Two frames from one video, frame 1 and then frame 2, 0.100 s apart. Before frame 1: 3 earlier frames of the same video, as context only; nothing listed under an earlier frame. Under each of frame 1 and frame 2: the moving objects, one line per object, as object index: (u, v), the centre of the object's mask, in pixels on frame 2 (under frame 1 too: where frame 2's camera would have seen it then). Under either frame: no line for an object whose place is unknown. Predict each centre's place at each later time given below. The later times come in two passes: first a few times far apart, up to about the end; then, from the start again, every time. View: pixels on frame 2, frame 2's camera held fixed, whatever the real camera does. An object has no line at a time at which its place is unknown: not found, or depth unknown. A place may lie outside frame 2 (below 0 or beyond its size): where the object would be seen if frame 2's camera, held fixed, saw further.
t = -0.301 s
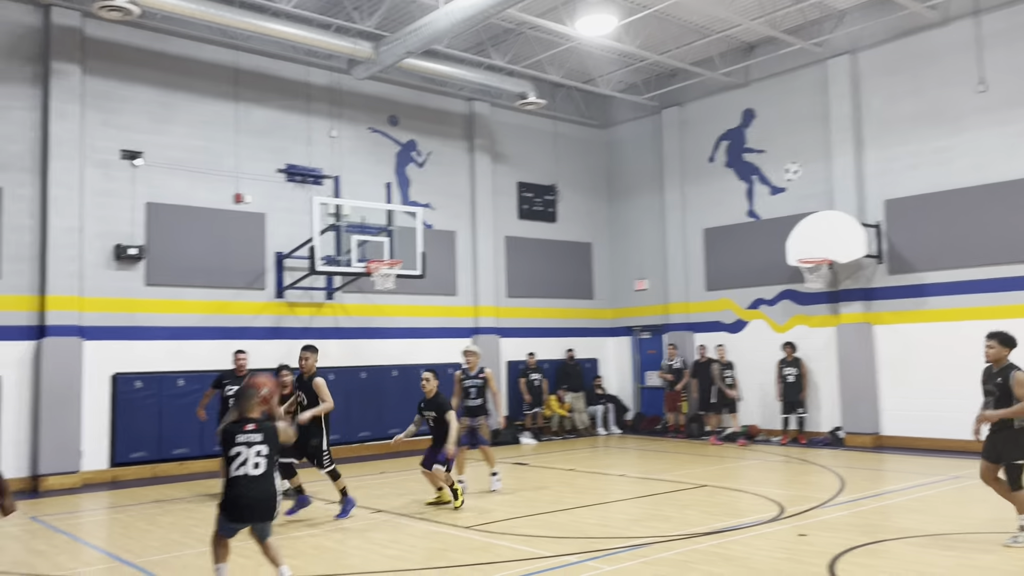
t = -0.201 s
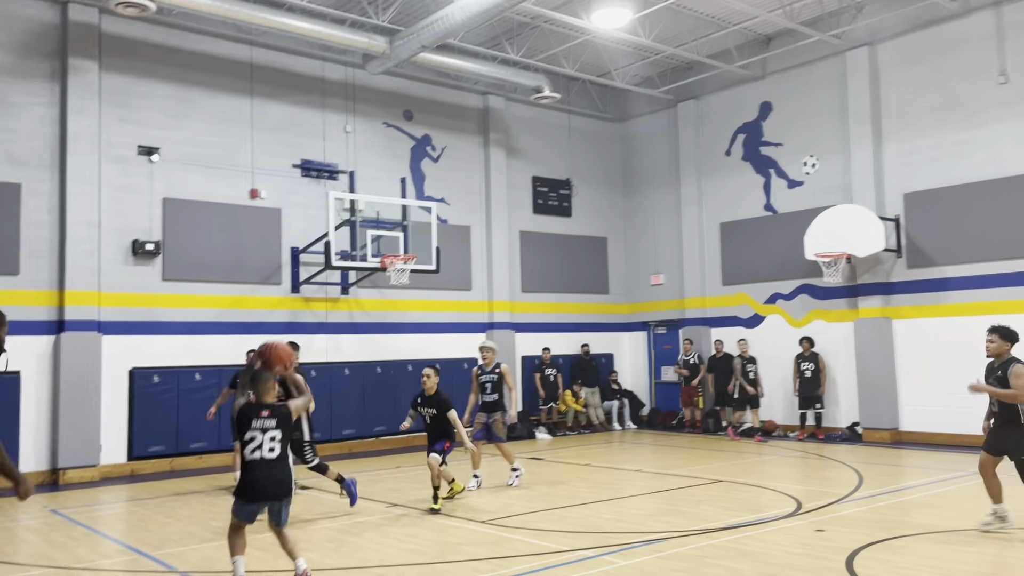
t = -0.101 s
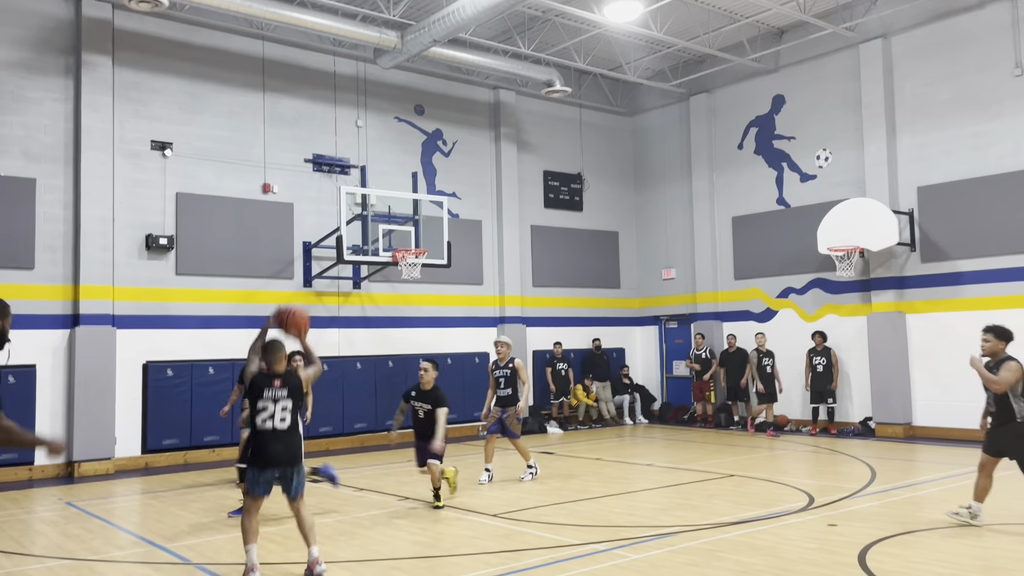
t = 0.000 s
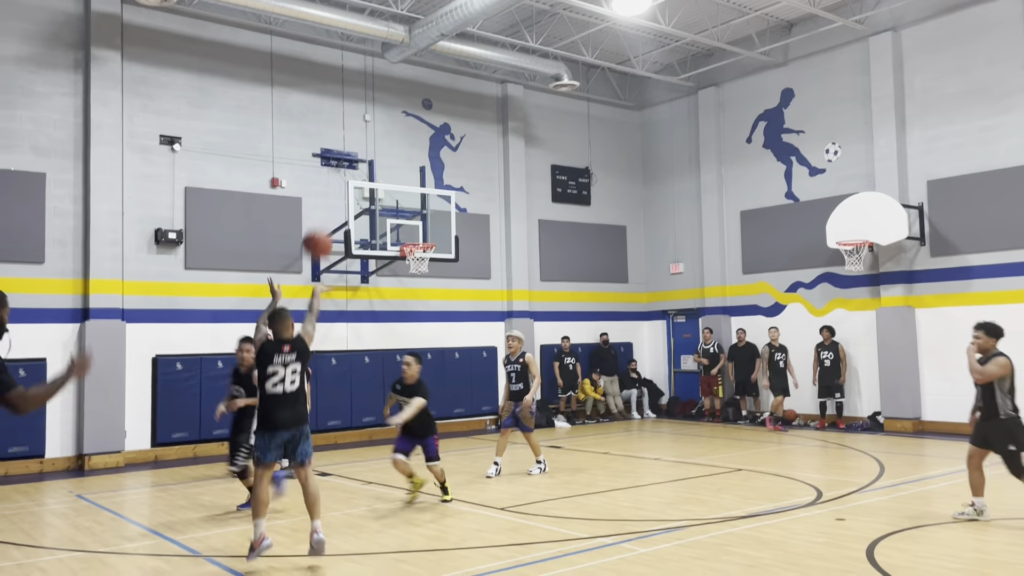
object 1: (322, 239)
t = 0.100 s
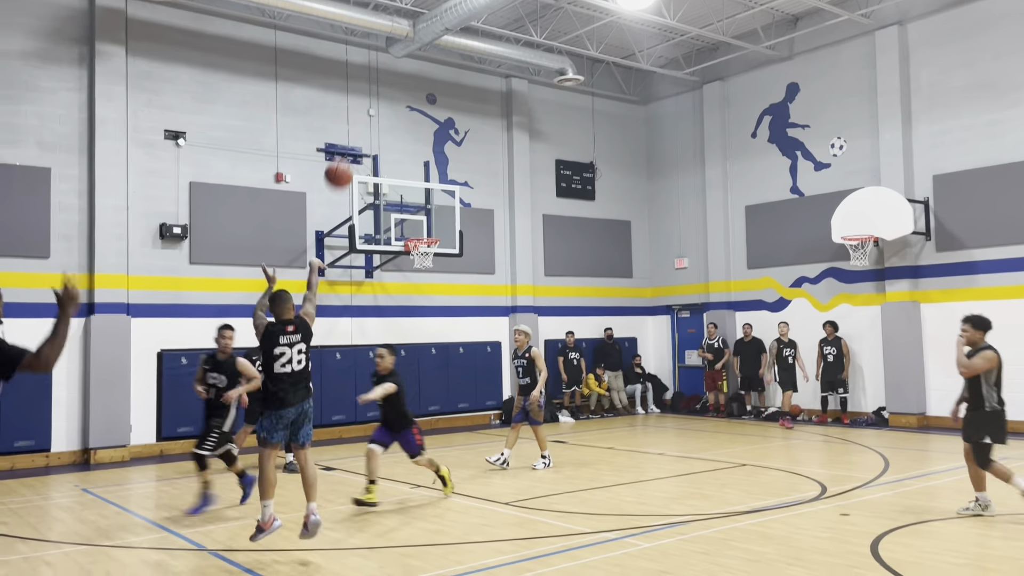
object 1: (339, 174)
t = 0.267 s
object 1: (363, 110)
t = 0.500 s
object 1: (389, 82)
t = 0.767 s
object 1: (413, 109)
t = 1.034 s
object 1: (433, 178)
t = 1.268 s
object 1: (455, 224)
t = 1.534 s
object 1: (497, 219)
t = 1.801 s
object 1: (537, 258)
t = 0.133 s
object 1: (344, 157)
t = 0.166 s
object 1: (349, 144)
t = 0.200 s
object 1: (354, 131)
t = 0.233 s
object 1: (359, 120)
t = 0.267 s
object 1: (363, 110)
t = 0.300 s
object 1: (367, 102)
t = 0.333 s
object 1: (371, 96)
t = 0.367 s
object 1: (375, 91)
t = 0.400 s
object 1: (378, 87)
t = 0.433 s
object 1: (382, 84)
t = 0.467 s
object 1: (386, 83)
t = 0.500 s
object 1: (389, 82)
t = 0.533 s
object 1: (392, 82)
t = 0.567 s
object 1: (395, 84)
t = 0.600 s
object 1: (398, 86)
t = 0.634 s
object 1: (401, 89)
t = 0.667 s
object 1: (404, 93)
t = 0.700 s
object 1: (407, 97)
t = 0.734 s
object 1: (410, 102)
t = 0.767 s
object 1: (413, 109)
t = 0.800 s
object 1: (415, 115)
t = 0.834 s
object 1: (417, 123)
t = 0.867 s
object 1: (420, 131)
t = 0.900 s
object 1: (423, 139)
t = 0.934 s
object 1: (425, 148)
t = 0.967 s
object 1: (428, 158)
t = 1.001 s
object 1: (430, 168)
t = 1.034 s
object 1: (433, 178)
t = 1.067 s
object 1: (435, 190)
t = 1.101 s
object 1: (437, 201)
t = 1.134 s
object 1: (439, 213)
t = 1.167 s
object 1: (441, 225)
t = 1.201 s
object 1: (444, 232)
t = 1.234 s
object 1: (450, 228)
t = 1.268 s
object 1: (455, 224)
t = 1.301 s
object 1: (461, 221)
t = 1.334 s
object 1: (466, 219)
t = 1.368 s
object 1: (470, 217)
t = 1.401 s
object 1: (477, 216)
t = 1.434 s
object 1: (482, 216)
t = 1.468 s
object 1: (487, 216)
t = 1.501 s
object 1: (492, 218)
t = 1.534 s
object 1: (497, 219)
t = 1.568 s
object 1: (502, 222)
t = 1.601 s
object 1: (507, 225)
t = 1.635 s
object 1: (511, 229)
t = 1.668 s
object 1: (517, 233)
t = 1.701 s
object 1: (522, 238)
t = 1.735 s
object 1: (527, 244)
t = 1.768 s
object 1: (532, 251)
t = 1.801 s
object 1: (537, 258)
